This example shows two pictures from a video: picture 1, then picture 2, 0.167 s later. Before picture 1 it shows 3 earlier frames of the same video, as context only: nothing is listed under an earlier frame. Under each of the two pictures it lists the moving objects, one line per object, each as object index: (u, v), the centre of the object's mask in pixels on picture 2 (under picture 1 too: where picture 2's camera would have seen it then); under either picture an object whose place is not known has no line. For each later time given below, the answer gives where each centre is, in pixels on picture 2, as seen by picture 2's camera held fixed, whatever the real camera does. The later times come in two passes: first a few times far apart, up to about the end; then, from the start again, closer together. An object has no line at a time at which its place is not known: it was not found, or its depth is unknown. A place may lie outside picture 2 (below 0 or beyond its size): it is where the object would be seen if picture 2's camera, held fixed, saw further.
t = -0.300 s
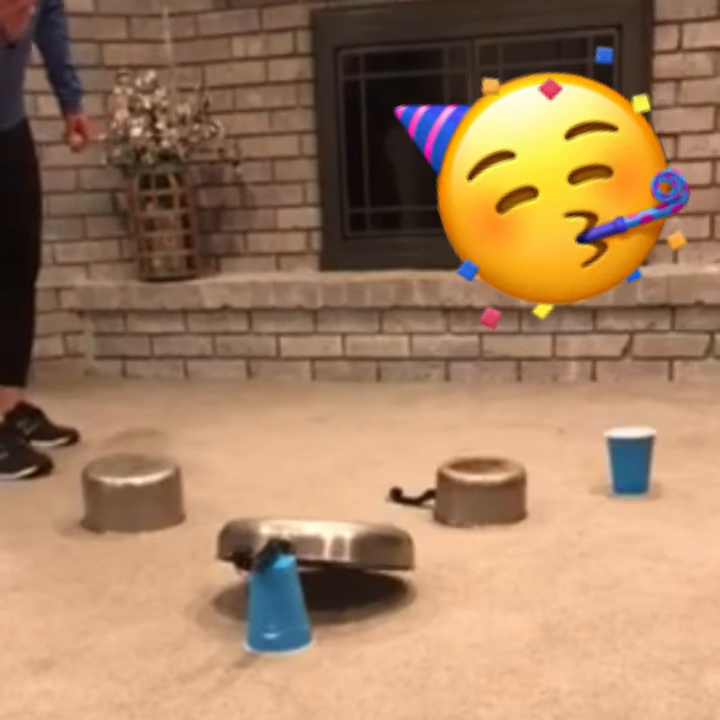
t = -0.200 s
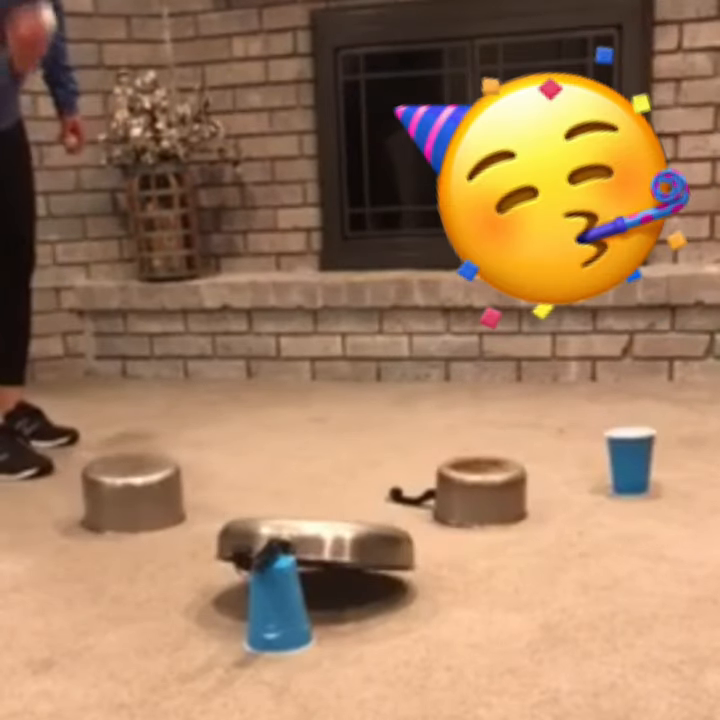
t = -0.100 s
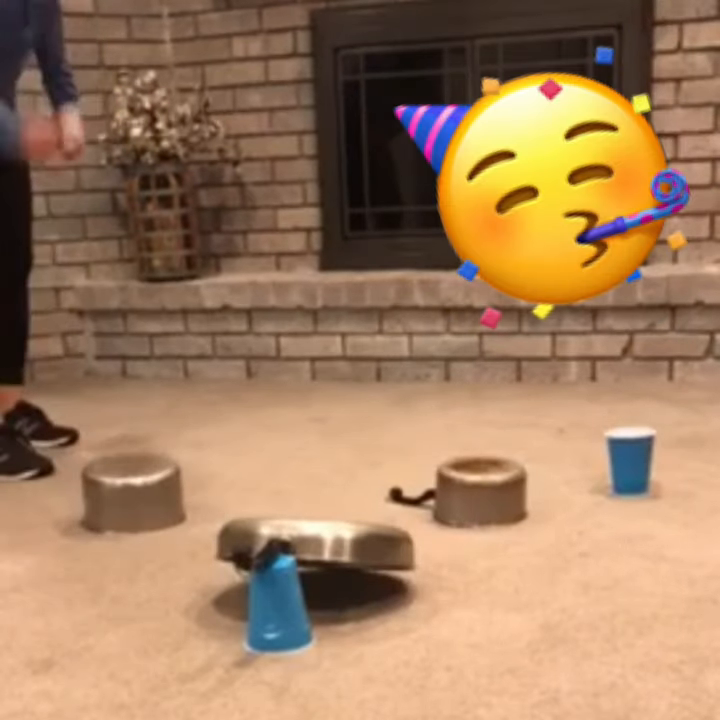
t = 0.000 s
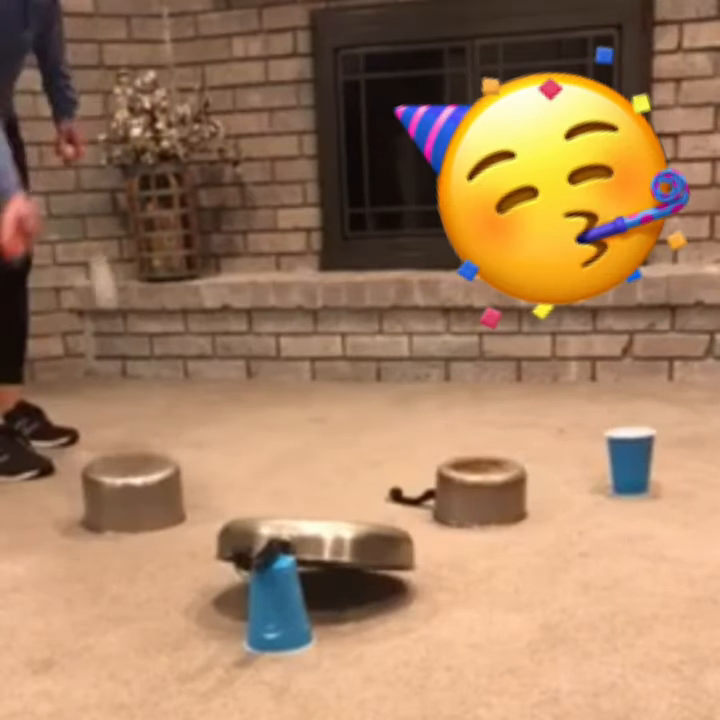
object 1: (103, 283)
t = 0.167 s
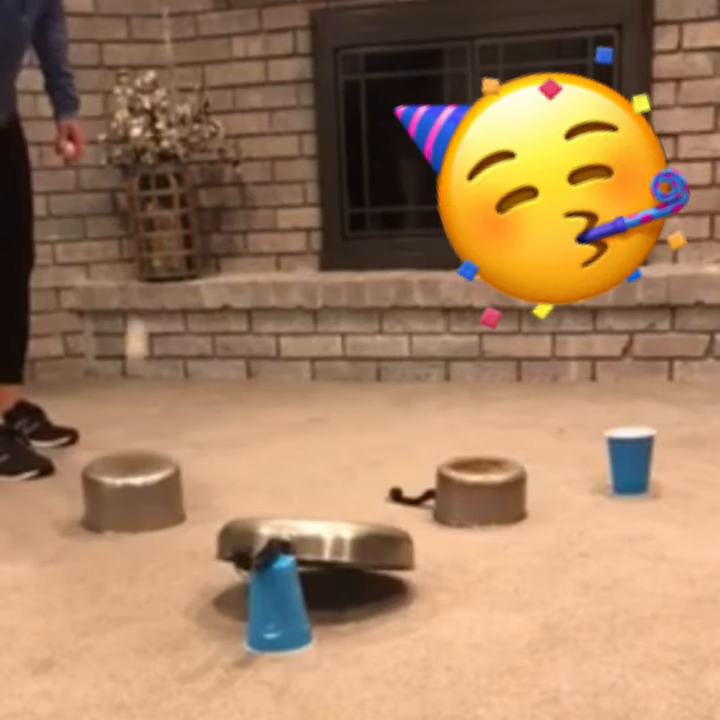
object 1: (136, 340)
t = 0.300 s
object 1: (148, 202)
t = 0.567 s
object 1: (210, 233)
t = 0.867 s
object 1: (314, 337)
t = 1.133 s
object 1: (409, 310)
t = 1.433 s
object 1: (510, 319)
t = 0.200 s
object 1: (137, 298)
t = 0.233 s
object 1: (140, 260)
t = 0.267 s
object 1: (144, 228)
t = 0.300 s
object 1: (148, 202)
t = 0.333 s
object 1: (154, 182)
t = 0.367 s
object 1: (159, 169)
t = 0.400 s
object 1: (166, 162)
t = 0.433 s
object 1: (173, 161)
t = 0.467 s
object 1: (181, 168)
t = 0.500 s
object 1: (191, 182)
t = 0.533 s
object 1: (200, 204)
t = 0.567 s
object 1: (210, 233)
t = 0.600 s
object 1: (220, 265)
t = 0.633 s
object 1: (232, 311)
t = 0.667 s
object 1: (244, 361)
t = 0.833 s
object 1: (302, 372)
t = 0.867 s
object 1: (314, 337)
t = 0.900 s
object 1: (327, 308)
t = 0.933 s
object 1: (340, 288)
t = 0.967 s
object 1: (351, 276)
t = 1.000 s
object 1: (363, 269)
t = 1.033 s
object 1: (375, 271)
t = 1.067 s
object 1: (386, 278)
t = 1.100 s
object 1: (398, 291)
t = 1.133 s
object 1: (409, 310)
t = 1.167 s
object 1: (420, 332)
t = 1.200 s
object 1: (431, 365)
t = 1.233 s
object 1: (440, 396)
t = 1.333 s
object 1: (473, 388)
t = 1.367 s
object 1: (486, 361)
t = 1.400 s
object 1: (496, 338)
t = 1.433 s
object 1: (510, 319)
